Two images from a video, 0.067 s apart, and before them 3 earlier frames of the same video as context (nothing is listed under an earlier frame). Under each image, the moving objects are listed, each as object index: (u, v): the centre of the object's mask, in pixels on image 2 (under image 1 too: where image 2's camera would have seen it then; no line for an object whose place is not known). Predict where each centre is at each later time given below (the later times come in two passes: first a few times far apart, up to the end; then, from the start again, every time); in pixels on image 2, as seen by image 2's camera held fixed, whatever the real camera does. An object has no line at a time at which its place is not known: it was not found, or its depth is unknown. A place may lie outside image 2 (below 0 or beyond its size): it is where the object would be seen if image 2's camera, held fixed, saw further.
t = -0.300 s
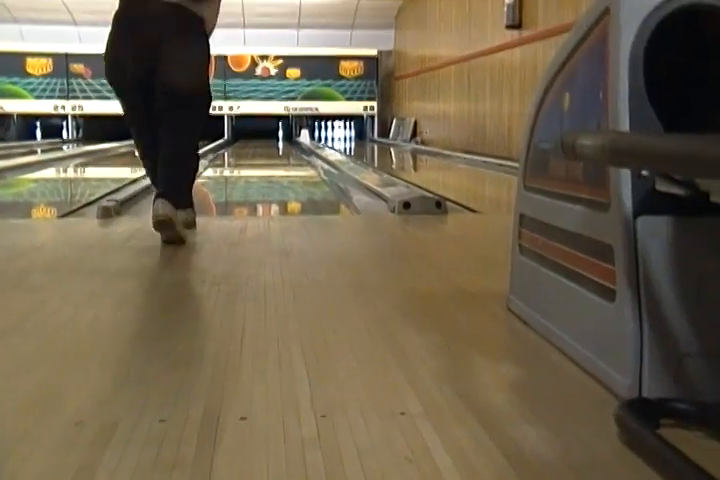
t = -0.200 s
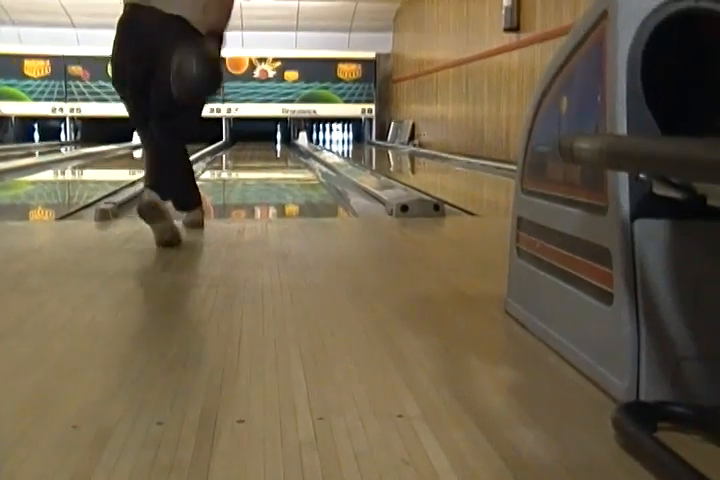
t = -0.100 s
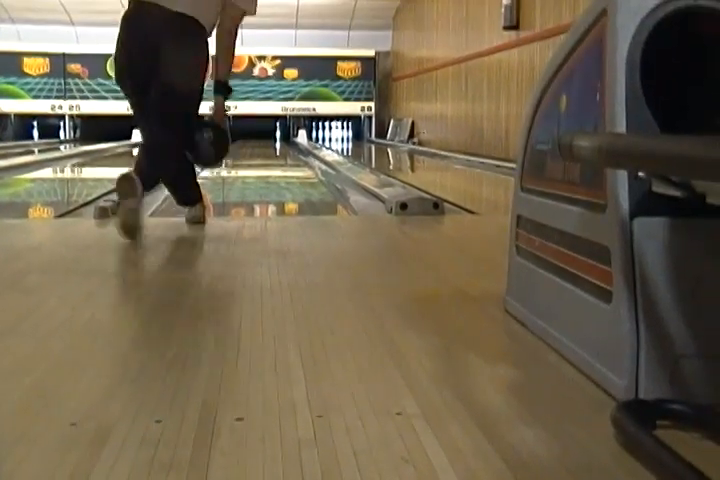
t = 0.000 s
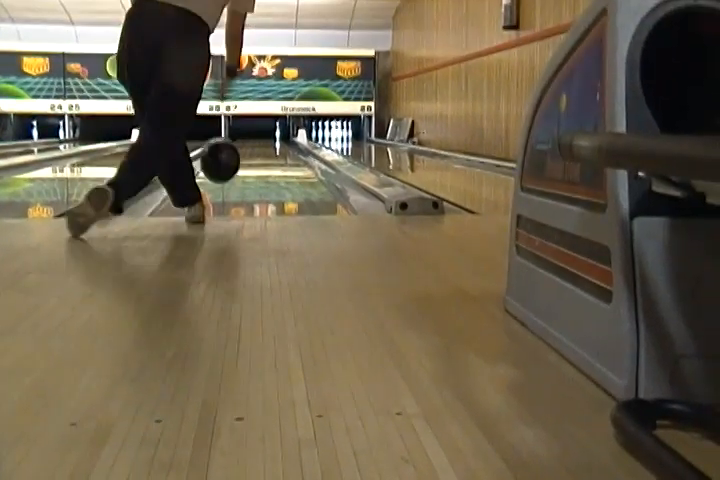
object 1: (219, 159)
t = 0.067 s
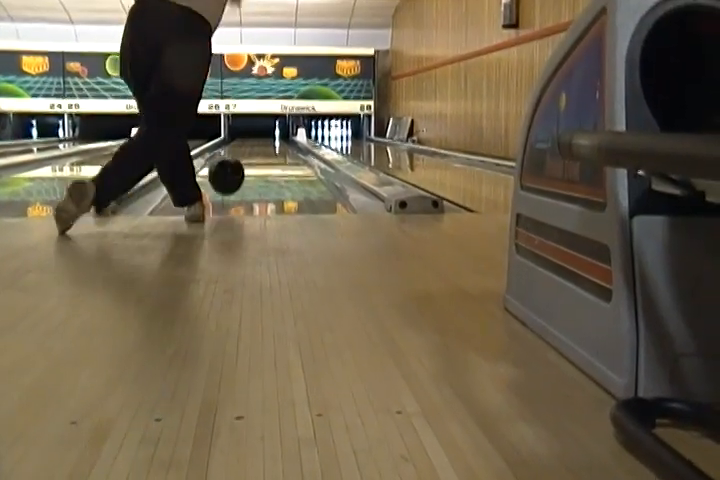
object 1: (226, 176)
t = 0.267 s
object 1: (239, 171)
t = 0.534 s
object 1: (251, 158)
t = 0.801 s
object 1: (258, 152)
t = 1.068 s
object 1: (263, 146)
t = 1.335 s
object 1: (267, 141)
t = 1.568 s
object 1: (269, 139)
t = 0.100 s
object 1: (229, 182)
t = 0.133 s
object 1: (231, 176)
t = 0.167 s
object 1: (233, 173)
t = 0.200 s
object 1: (236, 172)
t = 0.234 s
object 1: (238, 173)
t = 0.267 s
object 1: (239, 171)
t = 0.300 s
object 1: (241, 170)
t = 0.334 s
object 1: (243, 168)
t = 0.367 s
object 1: (244, 166)
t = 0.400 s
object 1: (246, 164)
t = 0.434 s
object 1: (247, 163)
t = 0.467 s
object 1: (249, 162)
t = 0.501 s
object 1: (250, 160)
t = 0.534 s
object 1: (251, 158)
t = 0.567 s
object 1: (252, 157)
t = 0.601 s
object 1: (253, 156)
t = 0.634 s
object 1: (254, 155)
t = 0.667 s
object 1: (255, 155)
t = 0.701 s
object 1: (256, 154)
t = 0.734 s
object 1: (257, 153)
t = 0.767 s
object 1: (258, 152)
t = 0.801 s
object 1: (258, 152)
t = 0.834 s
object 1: (259, 151)
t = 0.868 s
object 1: (260, 150)
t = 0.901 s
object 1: (260, 149)
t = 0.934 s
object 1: (261, 148)
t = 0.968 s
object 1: (261, 147)
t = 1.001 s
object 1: (262, 146)
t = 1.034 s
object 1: (262, 146)
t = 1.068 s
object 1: (263, 146)
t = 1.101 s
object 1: (264, 145)
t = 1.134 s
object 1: (264, 145)
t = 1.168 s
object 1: (265, 144)
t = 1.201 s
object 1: (266, 144)
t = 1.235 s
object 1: (266, 143)
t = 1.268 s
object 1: (266, 143)
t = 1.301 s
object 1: (266, 142)
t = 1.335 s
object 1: (267, 141)
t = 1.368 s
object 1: (267, 141)
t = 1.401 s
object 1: (268, 141)
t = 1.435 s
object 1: (268, 140)
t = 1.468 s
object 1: (268, 140)
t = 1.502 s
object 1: (269, 140)
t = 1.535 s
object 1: (269, 140)
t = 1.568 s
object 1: (269, 139)
